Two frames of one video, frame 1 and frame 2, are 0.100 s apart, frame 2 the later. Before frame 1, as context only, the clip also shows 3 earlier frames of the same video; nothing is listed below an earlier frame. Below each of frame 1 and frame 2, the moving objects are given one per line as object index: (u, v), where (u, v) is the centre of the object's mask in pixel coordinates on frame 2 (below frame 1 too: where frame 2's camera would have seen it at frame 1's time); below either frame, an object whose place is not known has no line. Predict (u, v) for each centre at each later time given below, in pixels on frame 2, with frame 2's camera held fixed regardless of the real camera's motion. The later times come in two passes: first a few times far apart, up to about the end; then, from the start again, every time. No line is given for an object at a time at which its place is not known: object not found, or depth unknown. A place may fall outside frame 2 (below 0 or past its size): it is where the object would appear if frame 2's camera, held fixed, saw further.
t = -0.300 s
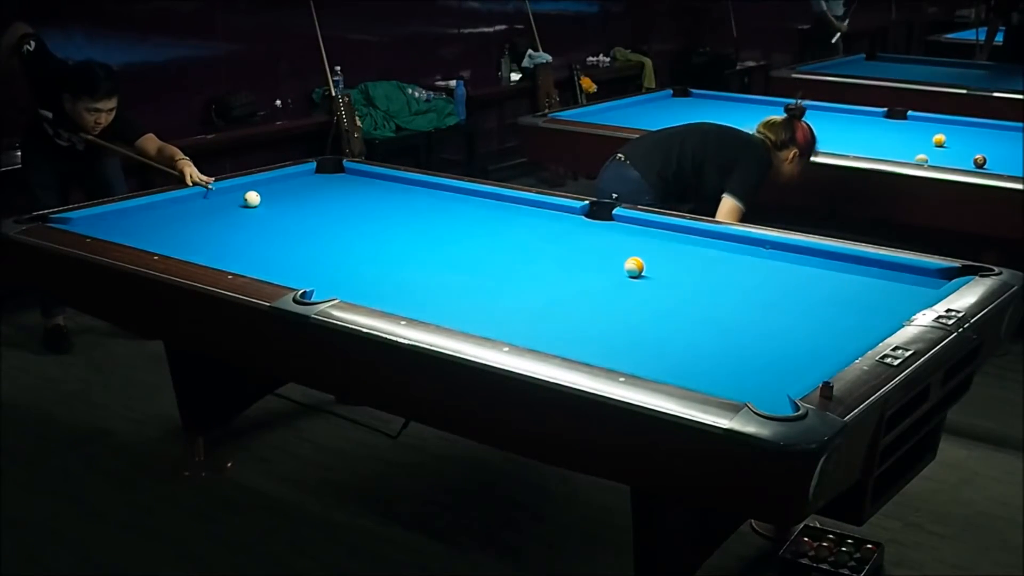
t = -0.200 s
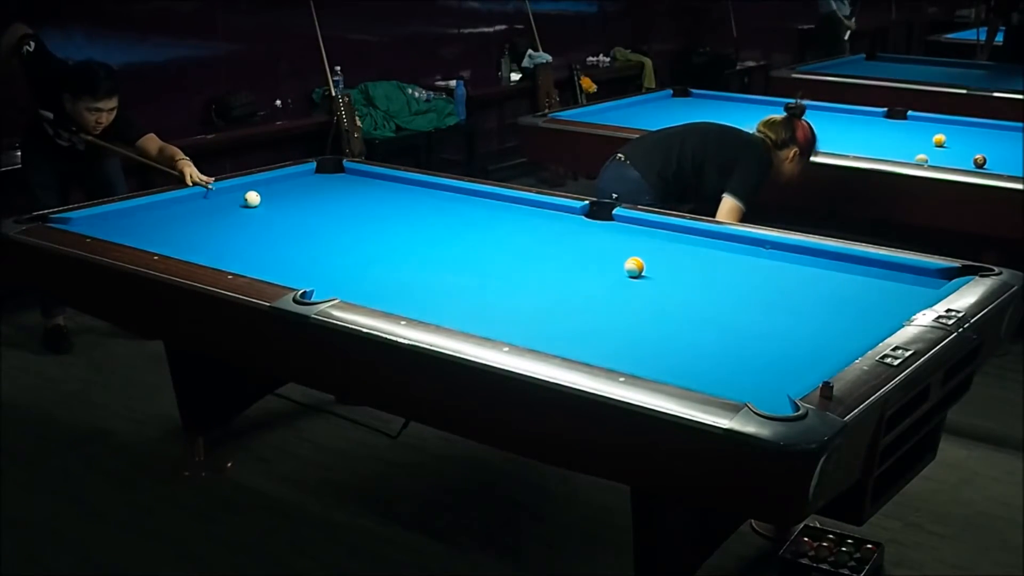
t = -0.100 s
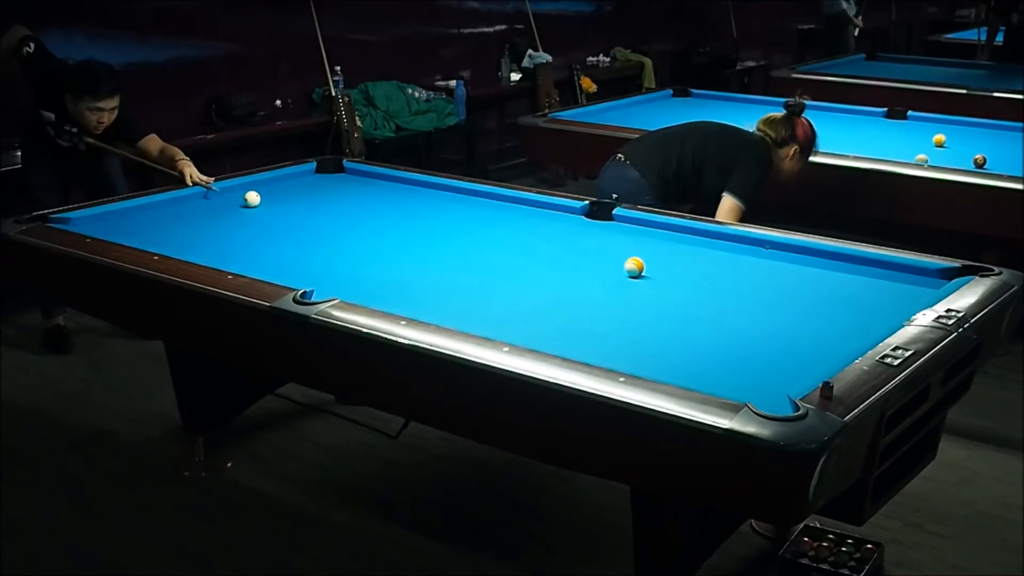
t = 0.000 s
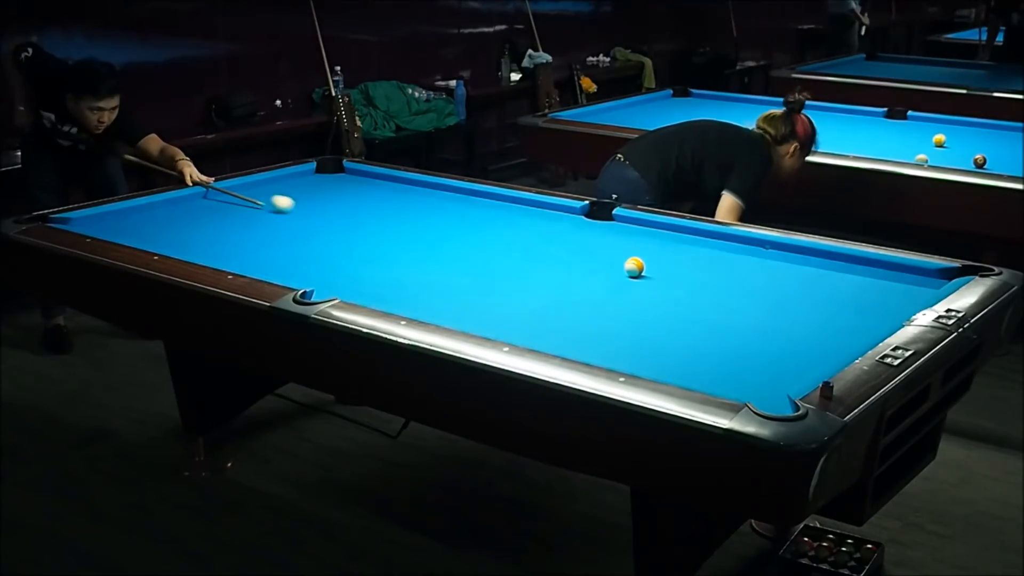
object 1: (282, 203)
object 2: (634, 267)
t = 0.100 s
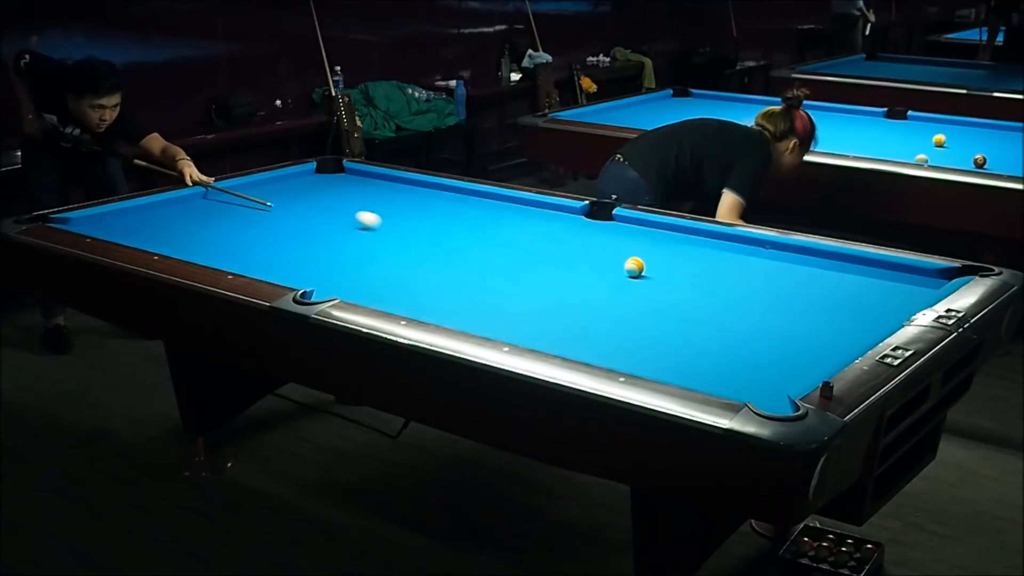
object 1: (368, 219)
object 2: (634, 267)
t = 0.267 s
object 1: (517, 247)
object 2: (634, 267)
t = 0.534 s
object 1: (639, 295)
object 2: (748, 266)
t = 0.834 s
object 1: (687, 346)
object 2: (901, 270)
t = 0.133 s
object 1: (398, 225)
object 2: (634, 267)
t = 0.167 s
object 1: (427, 230)
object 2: (634, 267)
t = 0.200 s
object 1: (457, 236)
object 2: (634, 267)
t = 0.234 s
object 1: (487, 241)
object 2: (634, 267)
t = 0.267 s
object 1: (517, 247)
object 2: (634, 267)
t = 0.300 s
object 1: (548, 252)
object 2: (634, 267)
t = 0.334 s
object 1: (579, 258)
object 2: (634, 267)
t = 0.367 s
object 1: (609, 264)
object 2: (634, 267)
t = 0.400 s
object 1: (619, 272)
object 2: (656, 267)
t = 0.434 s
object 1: (624, 278)
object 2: (680, 267)
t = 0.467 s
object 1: (629, 284)
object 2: (703, 267)
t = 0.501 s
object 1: (634, 290)
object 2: (726, 266)
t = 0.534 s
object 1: (639, 295)
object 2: (748, 266)
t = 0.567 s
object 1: (644, 300)
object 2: (768, 266)
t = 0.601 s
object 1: (649, 306)
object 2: (788, 266)
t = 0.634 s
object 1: (654, 311)
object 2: (807, 266)
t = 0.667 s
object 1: (659, 317)
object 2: (825, 266)
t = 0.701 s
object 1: (665, 323)
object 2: (843, 266)
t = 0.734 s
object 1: (670, 328)
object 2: (860, 266)
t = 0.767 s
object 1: (676, 334)
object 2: (878, 266)
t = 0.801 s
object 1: (681, 340)
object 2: (894, 266)
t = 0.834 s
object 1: (687, 346)
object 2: (901, 270)
